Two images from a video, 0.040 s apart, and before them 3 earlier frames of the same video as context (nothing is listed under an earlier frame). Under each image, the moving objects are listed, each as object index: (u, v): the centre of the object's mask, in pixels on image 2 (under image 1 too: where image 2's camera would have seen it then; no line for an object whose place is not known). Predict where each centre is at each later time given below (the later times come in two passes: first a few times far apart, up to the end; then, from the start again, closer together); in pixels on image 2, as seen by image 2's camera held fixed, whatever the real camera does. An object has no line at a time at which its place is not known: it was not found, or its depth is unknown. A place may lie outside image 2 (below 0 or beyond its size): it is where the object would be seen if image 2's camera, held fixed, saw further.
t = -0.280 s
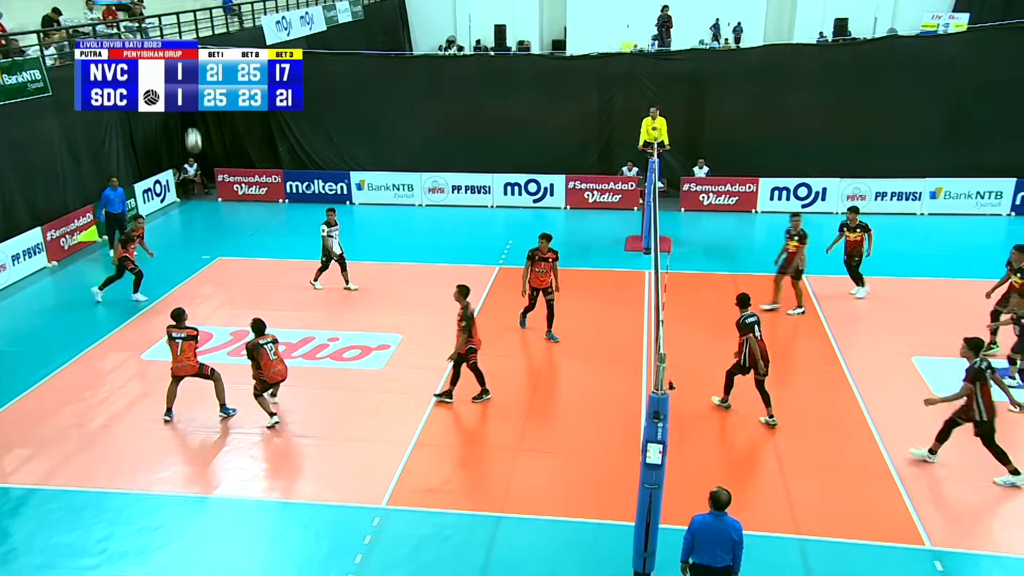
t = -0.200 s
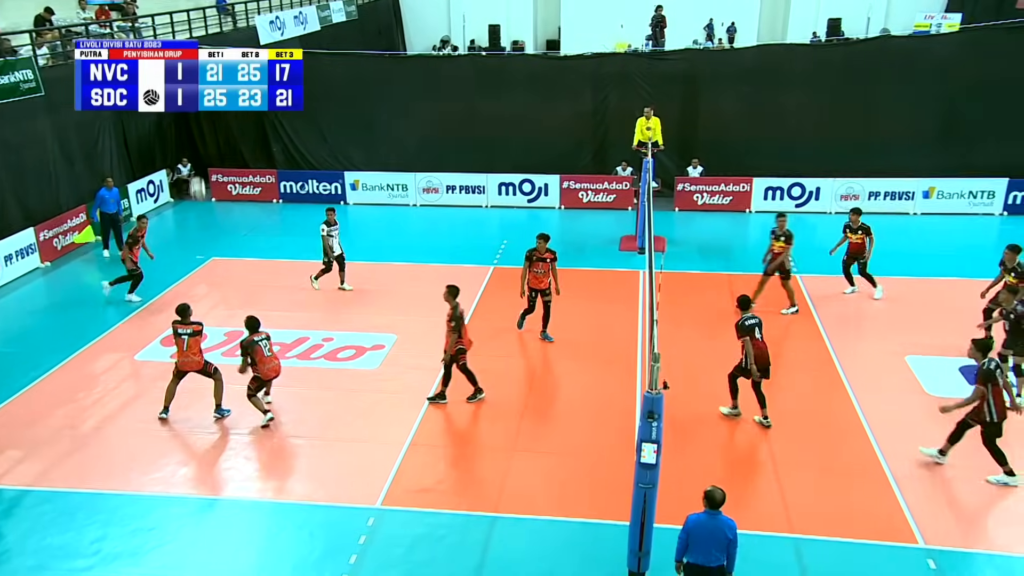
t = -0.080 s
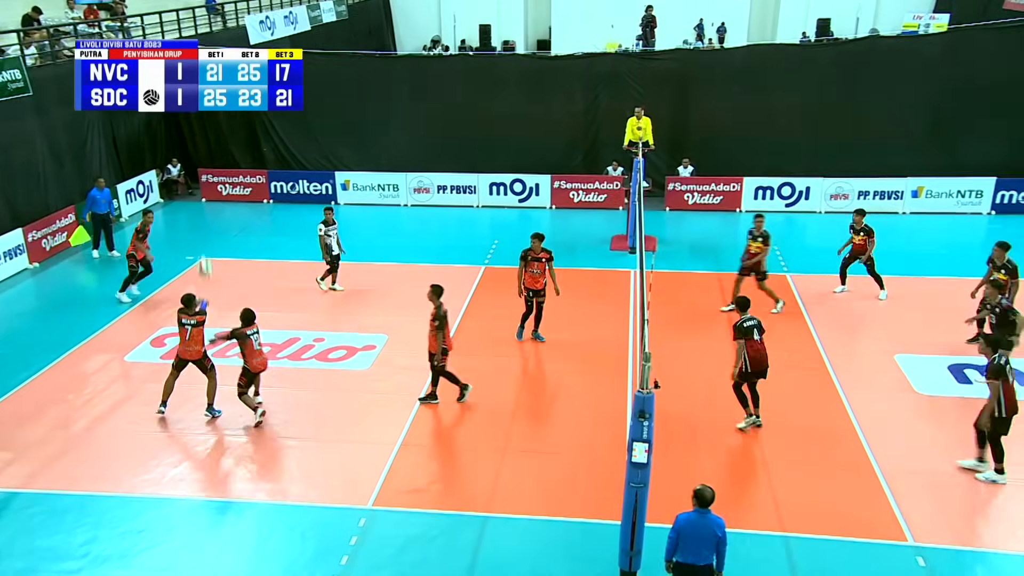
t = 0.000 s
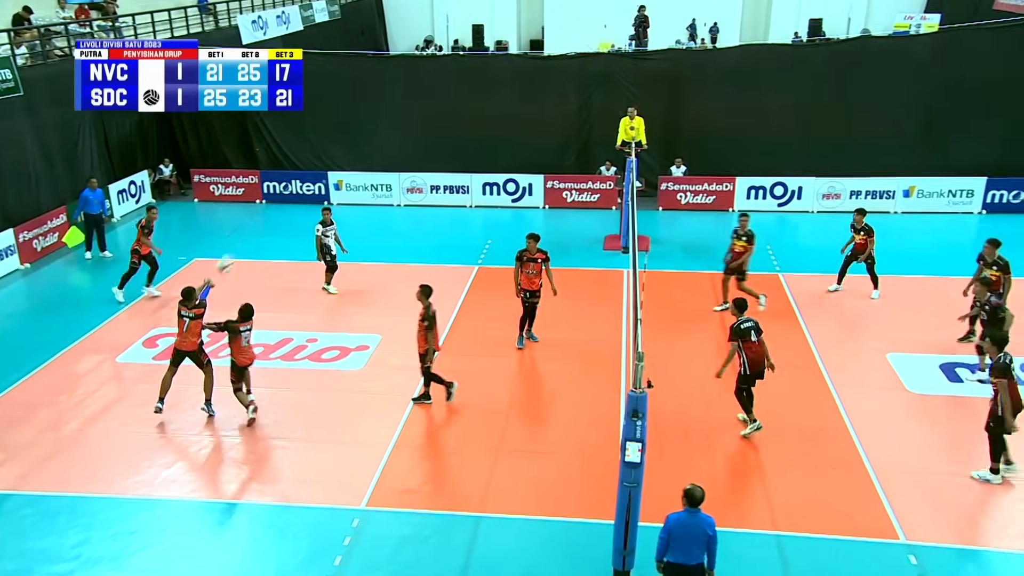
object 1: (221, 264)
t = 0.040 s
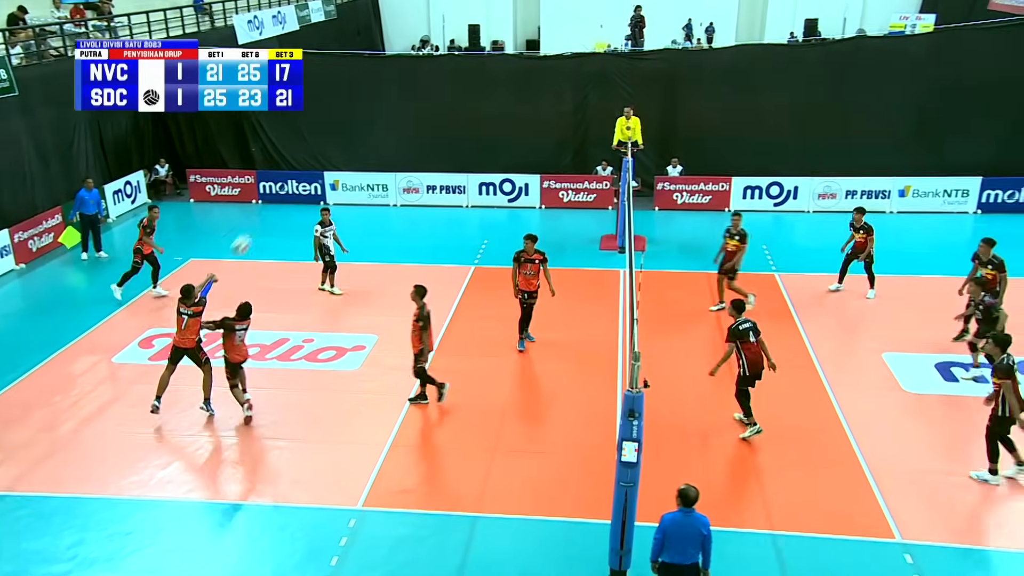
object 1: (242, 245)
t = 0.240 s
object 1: (343, 157)
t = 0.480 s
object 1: (475, 88)
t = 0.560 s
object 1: (520, 75)
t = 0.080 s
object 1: (261, 225)
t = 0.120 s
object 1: (281, 206)
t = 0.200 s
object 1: (322, 172)
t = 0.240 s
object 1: (343, 157)
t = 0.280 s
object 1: (365, 143)
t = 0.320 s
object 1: (386, 130)
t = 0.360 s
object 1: (408, 117)
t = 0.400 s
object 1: (430, 107)
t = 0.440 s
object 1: (453, 97)
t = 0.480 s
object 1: (475, 88)
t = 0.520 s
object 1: (498, 81)
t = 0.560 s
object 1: (520, 75)
